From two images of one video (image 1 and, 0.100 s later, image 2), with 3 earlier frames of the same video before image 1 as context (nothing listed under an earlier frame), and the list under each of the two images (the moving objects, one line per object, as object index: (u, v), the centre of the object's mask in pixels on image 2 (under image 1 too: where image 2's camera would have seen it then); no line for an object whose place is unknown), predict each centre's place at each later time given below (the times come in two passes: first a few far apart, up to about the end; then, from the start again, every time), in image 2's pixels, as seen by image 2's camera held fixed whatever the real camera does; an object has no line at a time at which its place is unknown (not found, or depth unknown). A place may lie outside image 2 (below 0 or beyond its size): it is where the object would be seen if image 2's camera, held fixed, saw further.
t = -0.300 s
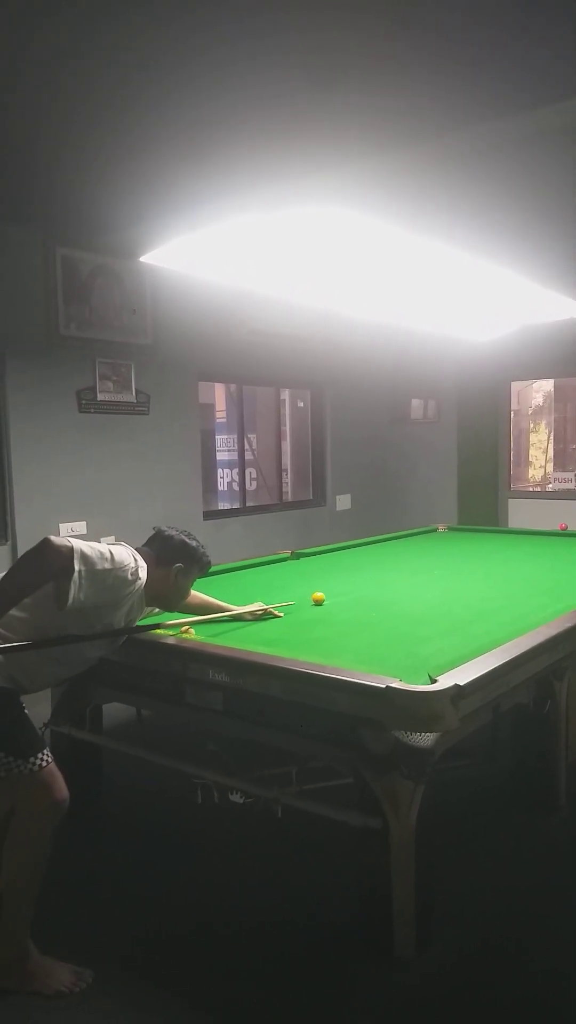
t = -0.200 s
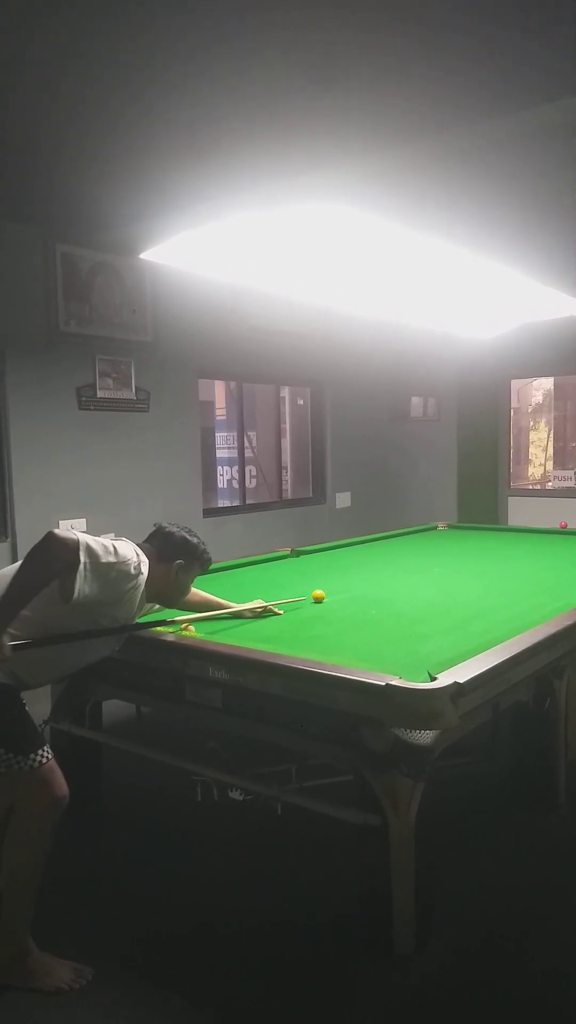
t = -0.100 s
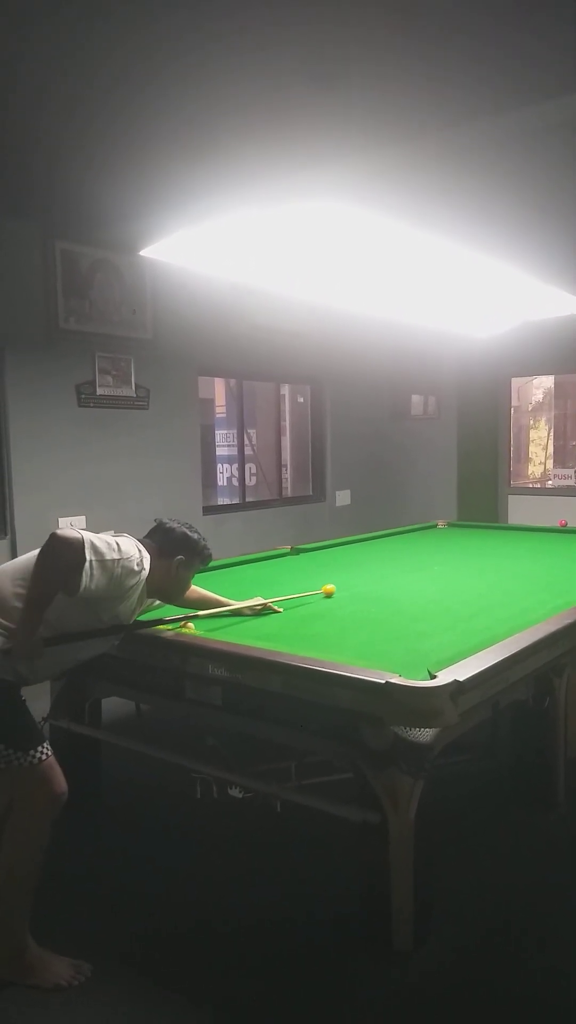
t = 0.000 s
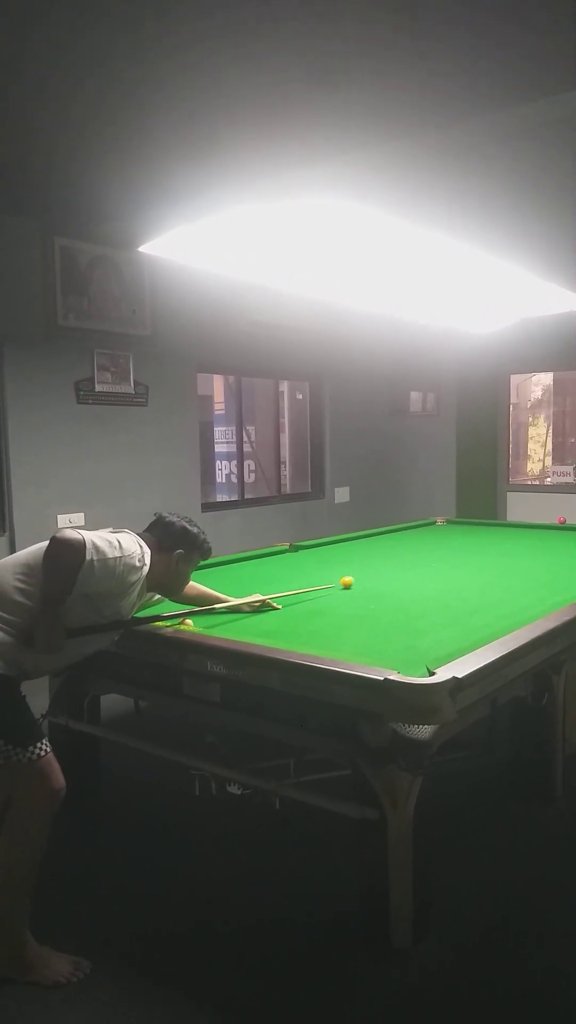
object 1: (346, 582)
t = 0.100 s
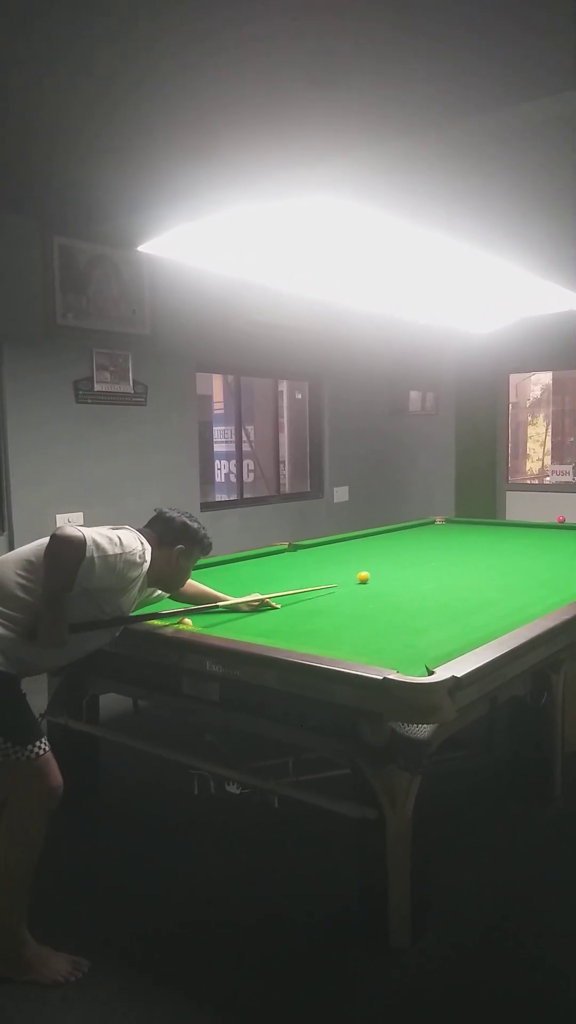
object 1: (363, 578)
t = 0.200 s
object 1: (379, 573)
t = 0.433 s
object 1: (412, 564)
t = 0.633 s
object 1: (438, 558)
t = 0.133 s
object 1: (368, 576)
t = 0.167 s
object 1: (374, 575)
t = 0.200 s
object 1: (379, 573)
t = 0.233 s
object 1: (384, 572)
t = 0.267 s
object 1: (389, 570)
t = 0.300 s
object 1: (394, 569)
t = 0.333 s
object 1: (399, 568)
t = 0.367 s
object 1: (404, 567)
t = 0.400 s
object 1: (408, 565)
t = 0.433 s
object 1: (412, 564)
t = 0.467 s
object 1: (417, 563)
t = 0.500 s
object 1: (422, 562)
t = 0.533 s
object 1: (426, 561)
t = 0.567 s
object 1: (430, 560)
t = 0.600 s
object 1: (434, 559)
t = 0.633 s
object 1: (438, 558)
